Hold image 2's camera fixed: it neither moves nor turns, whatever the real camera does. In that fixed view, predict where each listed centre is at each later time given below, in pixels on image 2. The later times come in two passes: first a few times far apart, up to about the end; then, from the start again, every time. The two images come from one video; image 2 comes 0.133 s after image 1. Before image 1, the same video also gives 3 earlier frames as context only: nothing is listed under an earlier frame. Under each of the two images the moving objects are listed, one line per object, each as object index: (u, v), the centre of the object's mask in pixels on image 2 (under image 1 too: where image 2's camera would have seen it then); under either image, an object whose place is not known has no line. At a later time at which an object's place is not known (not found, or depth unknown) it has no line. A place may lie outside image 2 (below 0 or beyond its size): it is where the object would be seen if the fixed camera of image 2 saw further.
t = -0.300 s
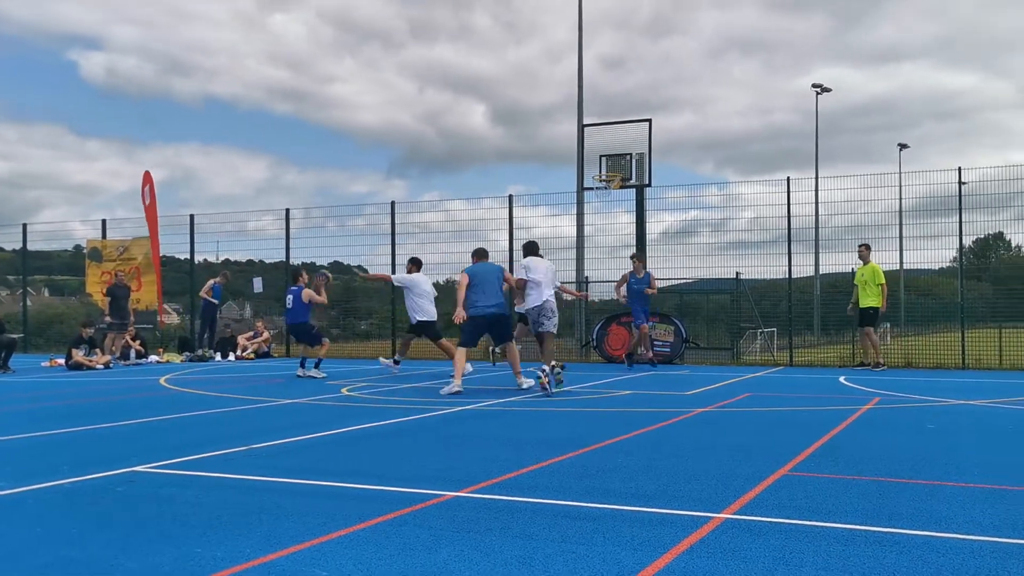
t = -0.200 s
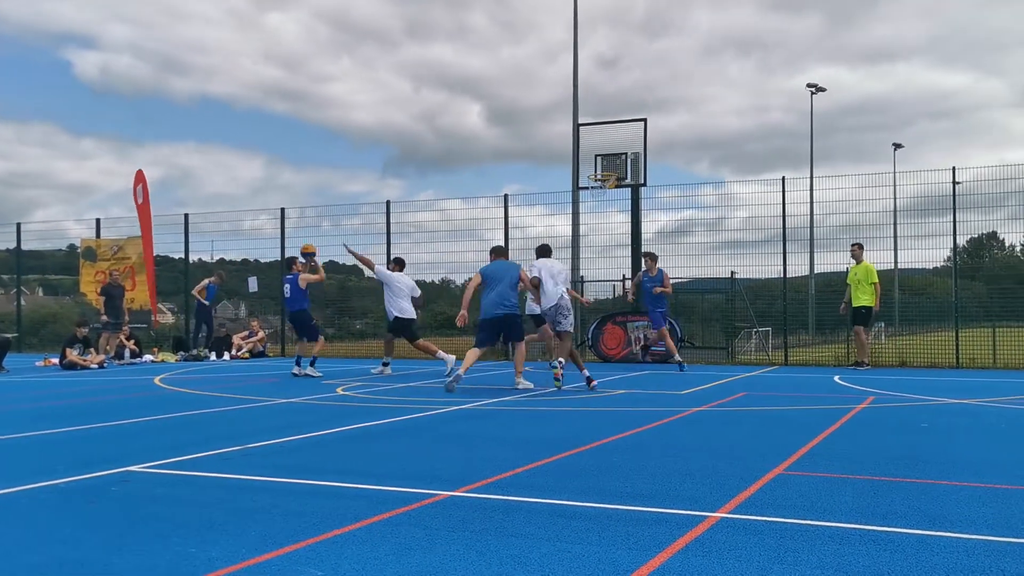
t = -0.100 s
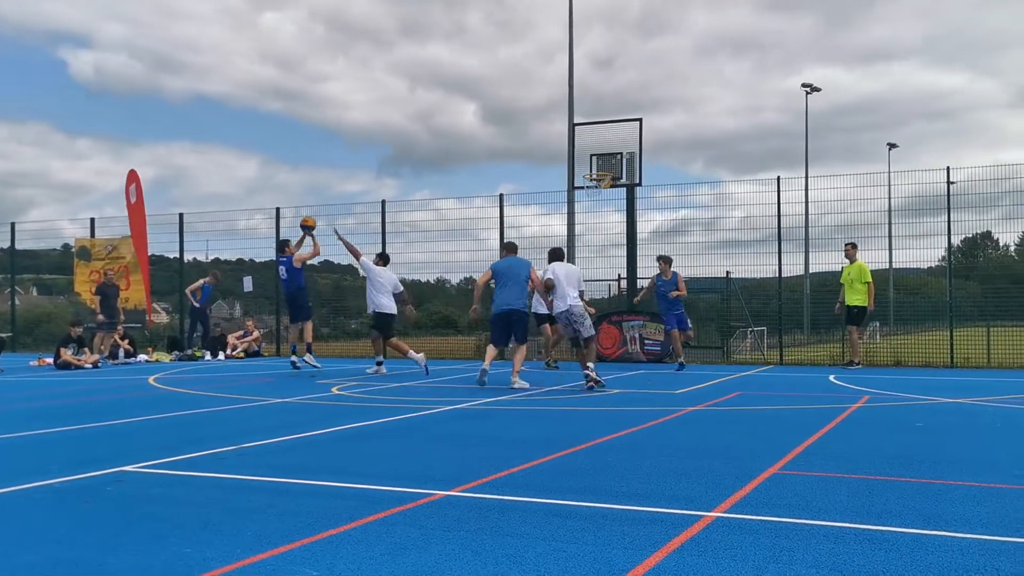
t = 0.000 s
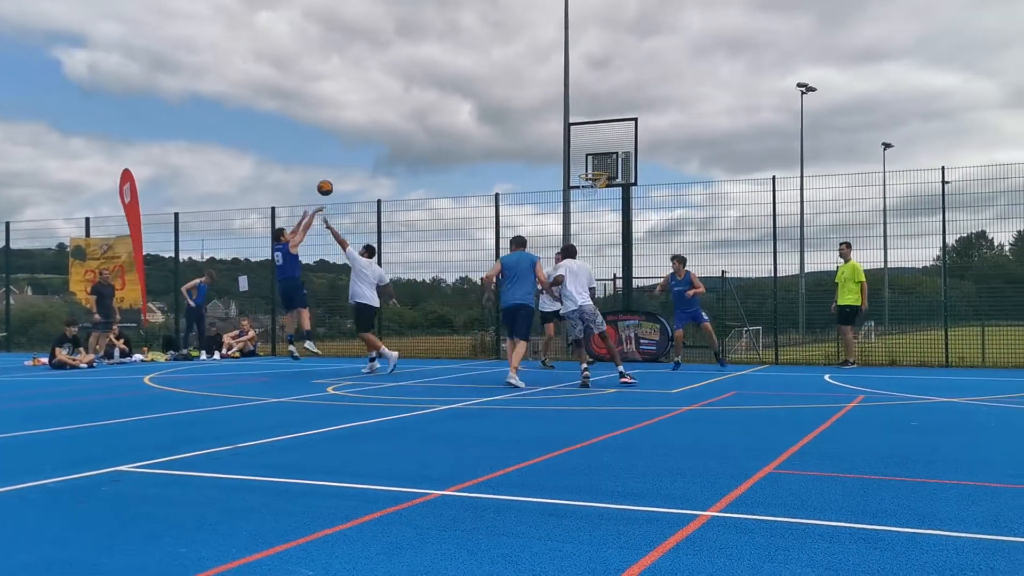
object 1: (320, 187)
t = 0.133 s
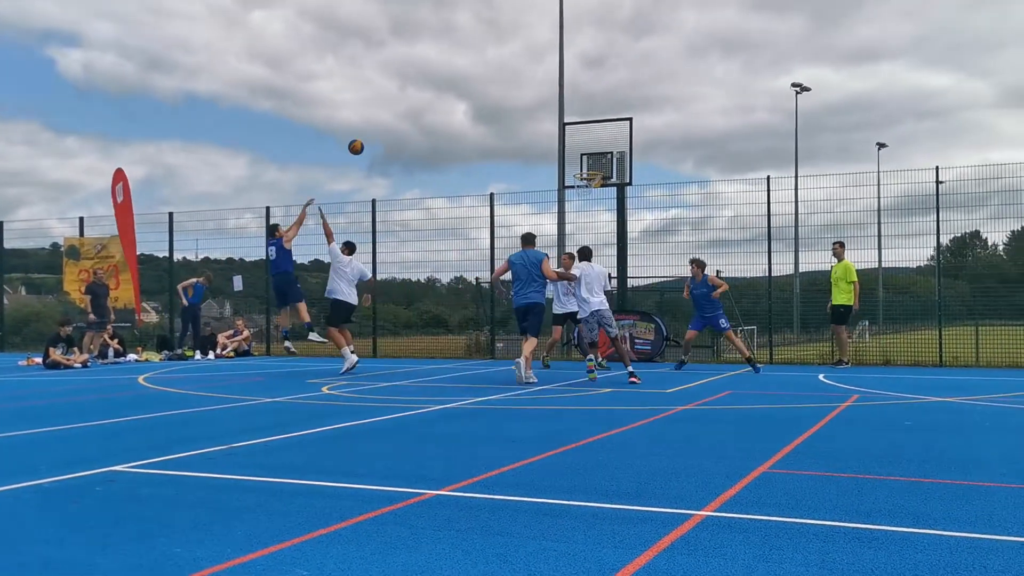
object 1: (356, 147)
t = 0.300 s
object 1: (399, 115)
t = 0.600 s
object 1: (471, 103)
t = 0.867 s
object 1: (530, 140)
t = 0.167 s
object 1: (365, 139)
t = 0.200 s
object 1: (373, 132)
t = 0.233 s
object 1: (382, 126)
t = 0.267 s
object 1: (391, 120)
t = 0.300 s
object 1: (399, 115)
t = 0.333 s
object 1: (407, 111)
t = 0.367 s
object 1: (415, 107)
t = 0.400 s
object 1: (423, 105)
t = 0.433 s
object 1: (431, 102)
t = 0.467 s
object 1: (439, 101)
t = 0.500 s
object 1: (447, 101)
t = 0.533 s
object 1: (455, 101)
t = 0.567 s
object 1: (463, 101)
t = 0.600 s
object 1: (471, 103)
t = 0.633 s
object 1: (478, 105)
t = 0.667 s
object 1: (486, 108)
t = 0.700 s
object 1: (494, 112)
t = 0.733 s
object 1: (501, 116)
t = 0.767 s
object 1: (508, 121)
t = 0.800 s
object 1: (515, 126)
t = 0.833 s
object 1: (523, 132)
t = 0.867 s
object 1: (530, 140)
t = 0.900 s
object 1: (537, 147)
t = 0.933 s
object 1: (544, 155)
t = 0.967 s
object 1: (551, 164)
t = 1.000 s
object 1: (557, 173)
